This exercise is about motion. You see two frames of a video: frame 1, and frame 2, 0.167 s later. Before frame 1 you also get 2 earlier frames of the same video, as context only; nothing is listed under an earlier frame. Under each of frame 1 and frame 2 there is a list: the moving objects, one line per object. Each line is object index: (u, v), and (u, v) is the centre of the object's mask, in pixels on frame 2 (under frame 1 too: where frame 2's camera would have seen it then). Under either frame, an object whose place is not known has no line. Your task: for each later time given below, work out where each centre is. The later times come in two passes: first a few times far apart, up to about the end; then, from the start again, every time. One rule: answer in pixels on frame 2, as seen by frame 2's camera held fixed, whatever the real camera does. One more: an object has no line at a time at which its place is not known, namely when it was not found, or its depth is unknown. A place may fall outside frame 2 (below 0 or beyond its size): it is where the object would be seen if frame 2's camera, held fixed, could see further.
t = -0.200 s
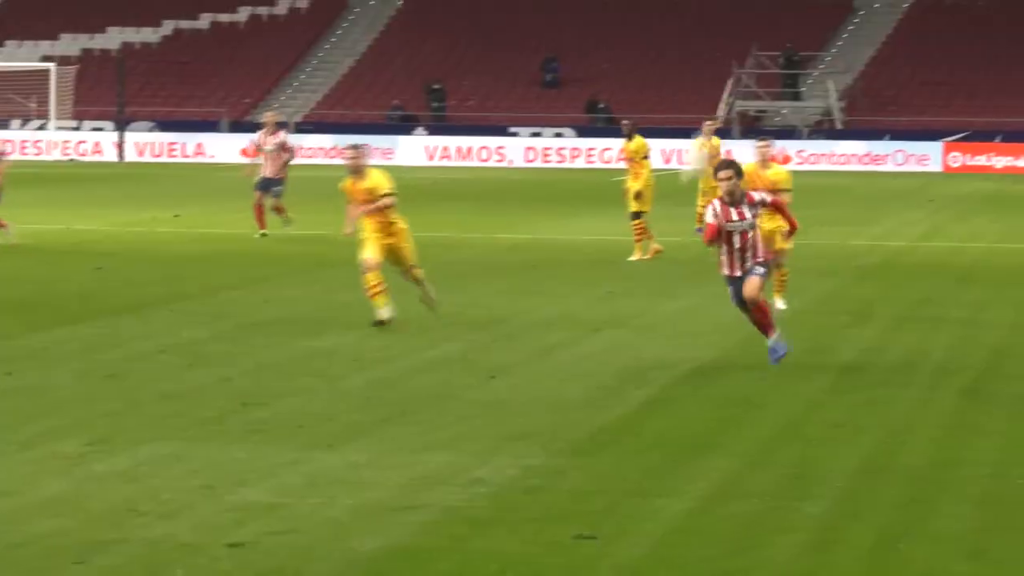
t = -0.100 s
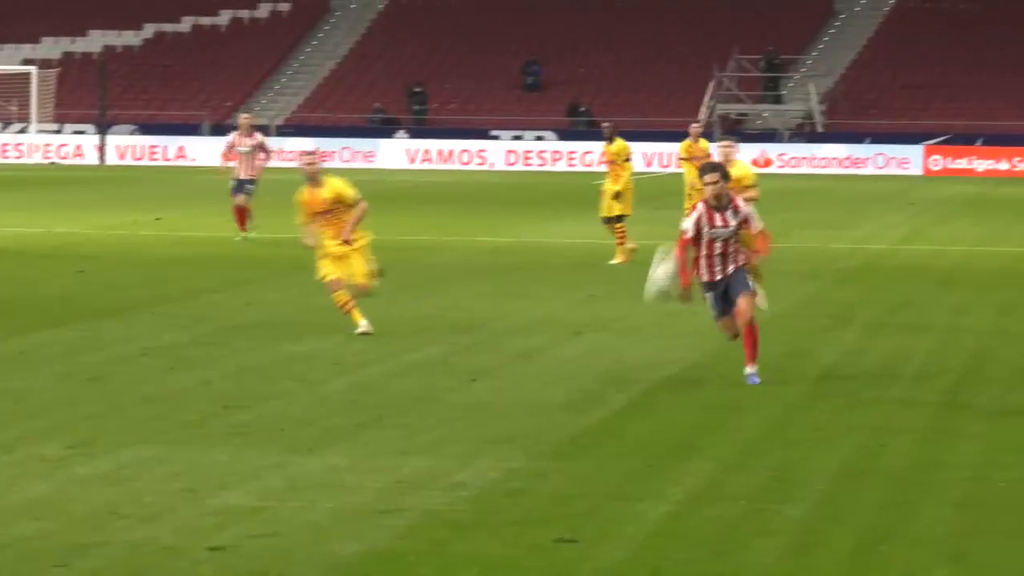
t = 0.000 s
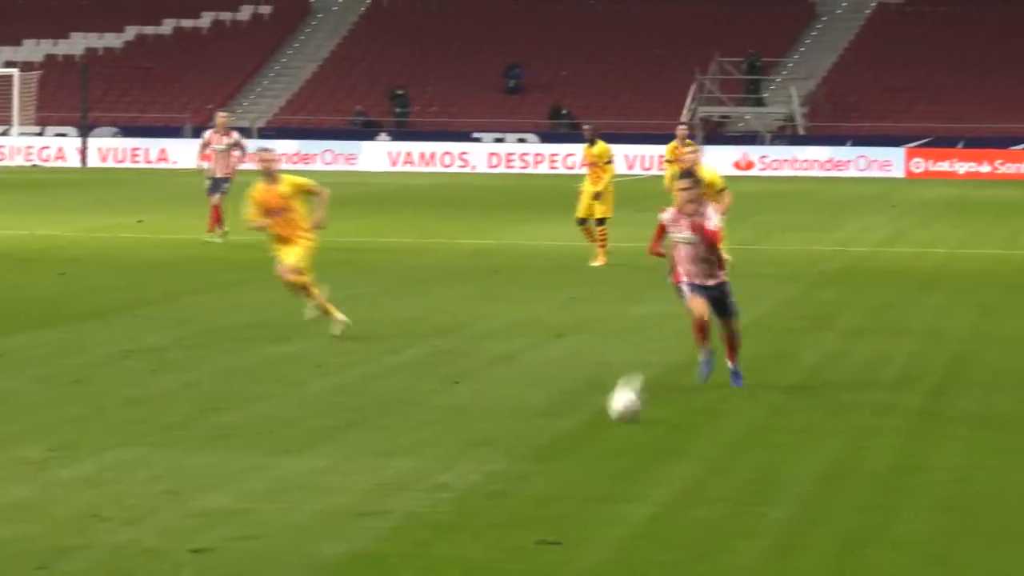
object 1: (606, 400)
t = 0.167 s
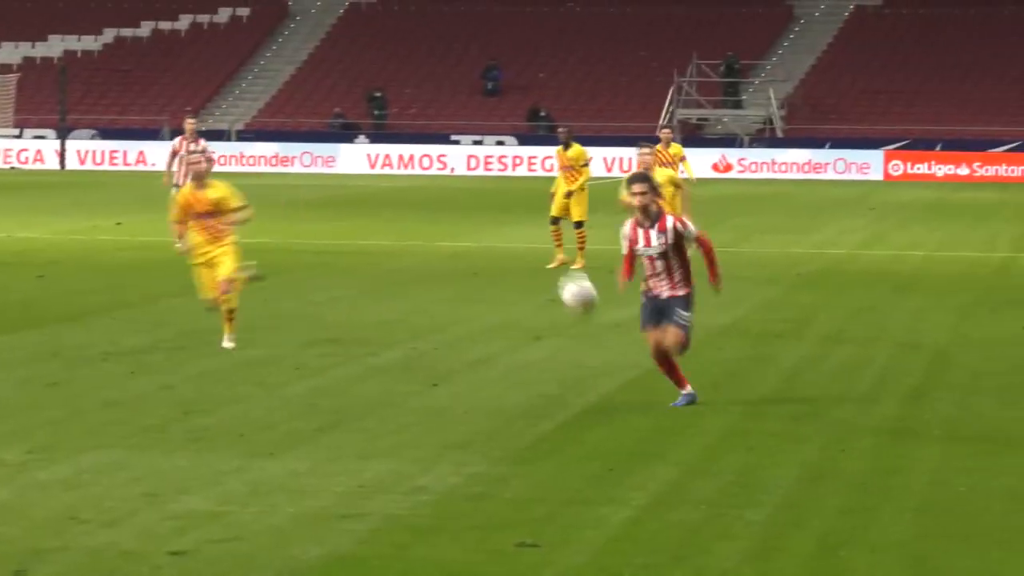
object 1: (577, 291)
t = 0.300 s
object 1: (550, 220)
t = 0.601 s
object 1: (476, 153)
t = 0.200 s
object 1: (571, 273)
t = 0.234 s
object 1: (565, 254)
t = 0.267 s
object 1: (558, 235)
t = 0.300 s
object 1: (550, 220)
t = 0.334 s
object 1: (542, 206)
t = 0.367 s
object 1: (533, 194)
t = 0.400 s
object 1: (527, 184)
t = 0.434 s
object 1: (519, 174)
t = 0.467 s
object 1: (512, 168)
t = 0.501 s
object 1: (502, 160)
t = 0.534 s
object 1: (493, 155)
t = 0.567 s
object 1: (484, 154)
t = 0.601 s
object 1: (476, 153)
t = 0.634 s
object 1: (466, 155)
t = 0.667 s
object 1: (457, 159)
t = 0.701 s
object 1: (447, 169)
